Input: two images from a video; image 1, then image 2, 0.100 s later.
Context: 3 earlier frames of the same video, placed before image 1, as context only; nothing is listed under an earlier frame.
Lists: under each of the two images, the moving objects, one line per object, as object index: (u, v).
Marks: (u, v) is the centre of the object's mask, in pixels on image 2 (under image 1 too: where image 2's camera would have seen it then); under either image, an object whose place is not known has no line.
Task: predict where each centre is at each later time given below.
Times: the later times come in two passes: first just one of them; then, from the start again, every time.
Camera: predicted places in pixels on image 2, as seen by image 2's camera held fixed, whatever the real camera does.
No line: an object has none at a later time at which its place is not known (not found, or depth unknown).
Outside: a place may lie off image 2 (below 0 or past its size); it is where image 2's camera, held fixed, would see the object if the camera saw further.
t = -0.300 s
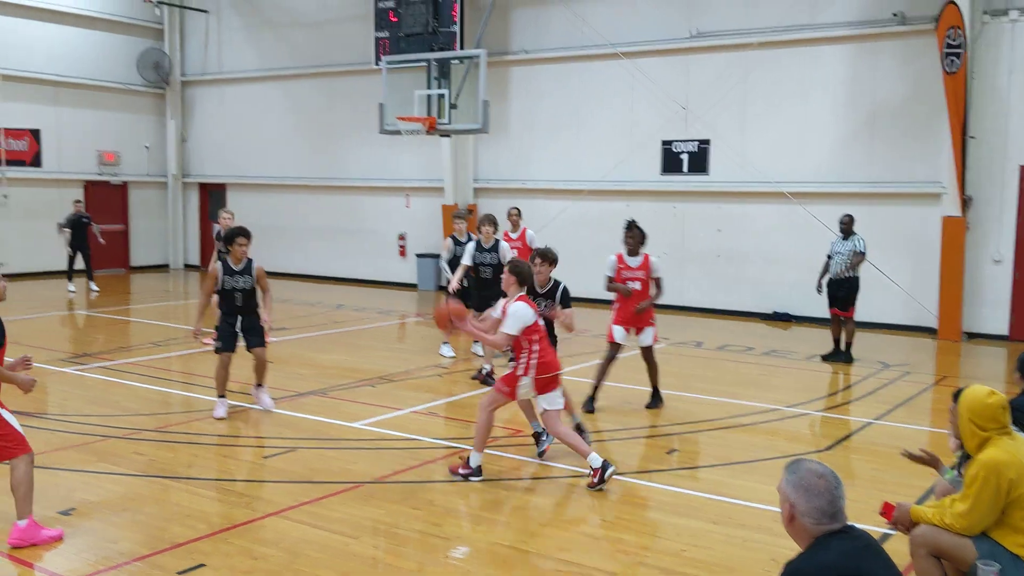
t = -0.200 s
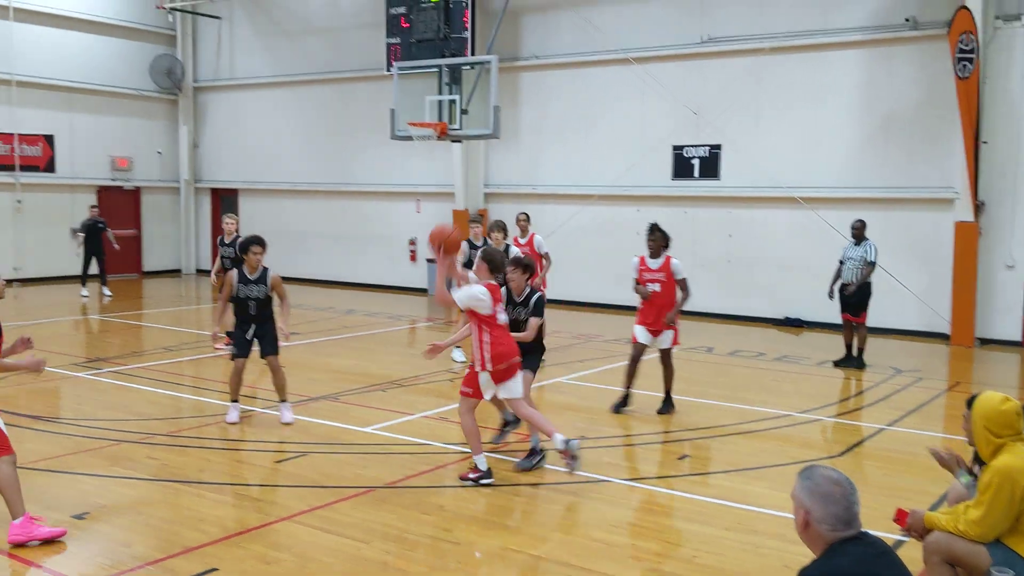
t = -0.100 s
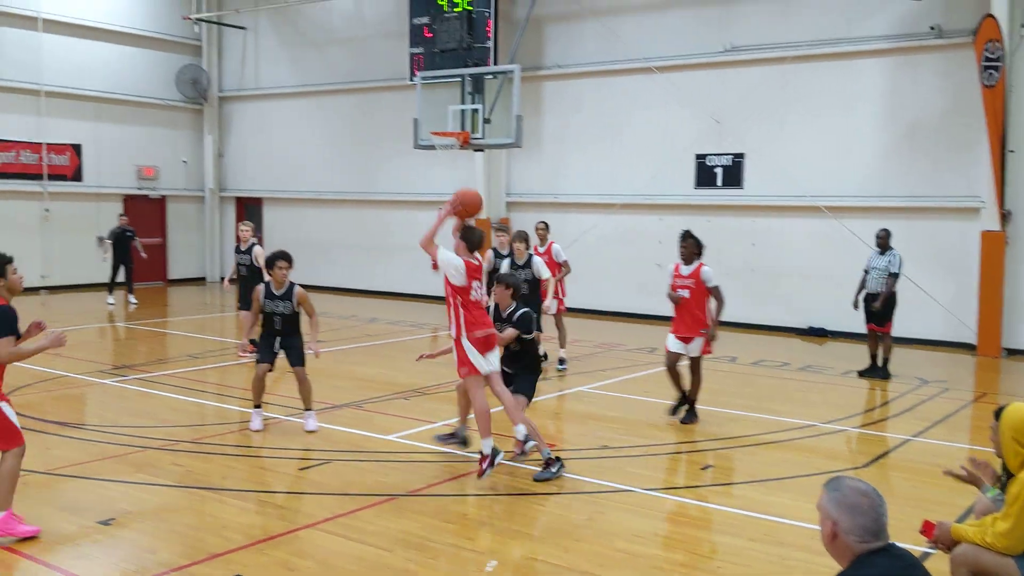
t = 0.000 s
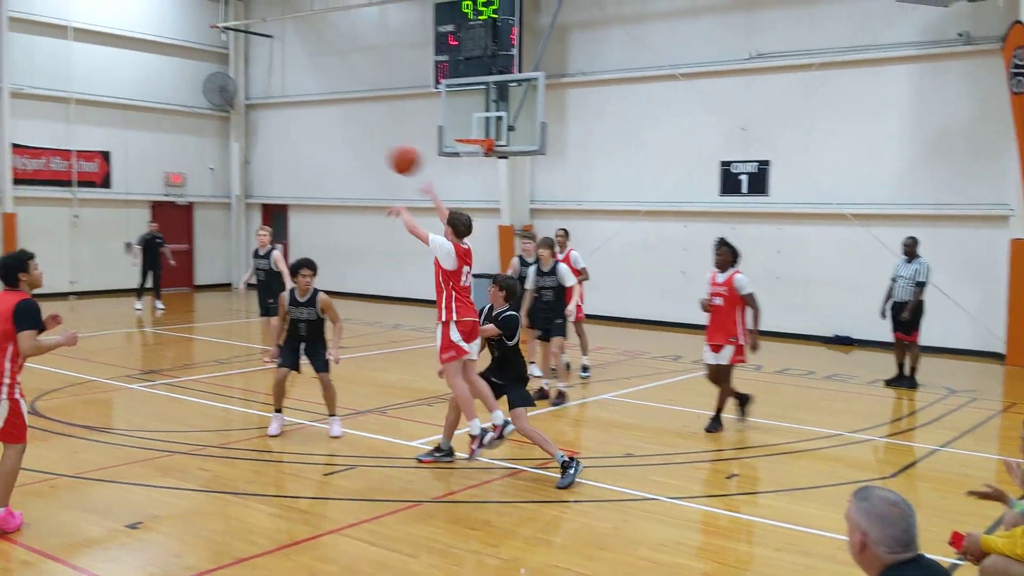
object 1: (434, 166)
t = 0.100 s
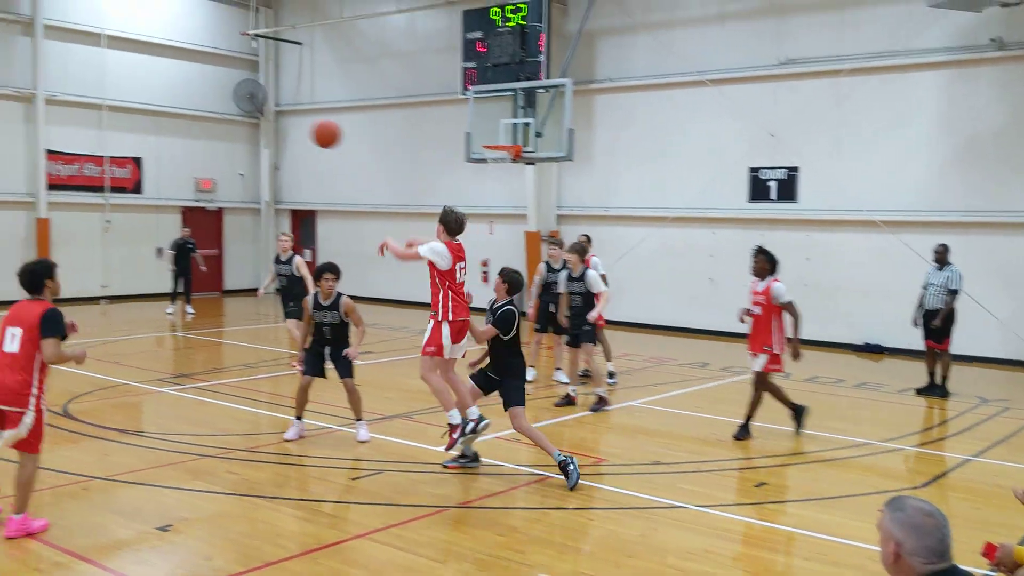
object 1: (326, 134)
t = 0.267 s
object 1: (183, 116)
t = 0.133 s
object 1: (293, 126)
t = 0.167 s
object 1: (265, 121)
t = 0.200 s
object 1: (236, 118)
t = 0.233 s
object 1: (209, 117)
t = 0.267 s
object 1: (183, 116)
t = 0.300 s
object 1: (158, 116)
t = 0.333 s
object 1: (133, 117)
